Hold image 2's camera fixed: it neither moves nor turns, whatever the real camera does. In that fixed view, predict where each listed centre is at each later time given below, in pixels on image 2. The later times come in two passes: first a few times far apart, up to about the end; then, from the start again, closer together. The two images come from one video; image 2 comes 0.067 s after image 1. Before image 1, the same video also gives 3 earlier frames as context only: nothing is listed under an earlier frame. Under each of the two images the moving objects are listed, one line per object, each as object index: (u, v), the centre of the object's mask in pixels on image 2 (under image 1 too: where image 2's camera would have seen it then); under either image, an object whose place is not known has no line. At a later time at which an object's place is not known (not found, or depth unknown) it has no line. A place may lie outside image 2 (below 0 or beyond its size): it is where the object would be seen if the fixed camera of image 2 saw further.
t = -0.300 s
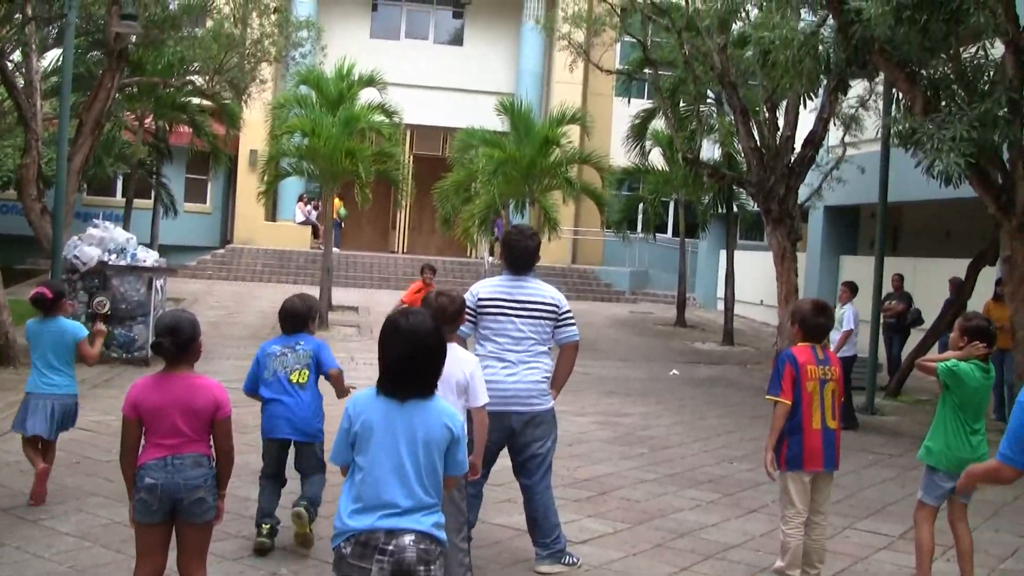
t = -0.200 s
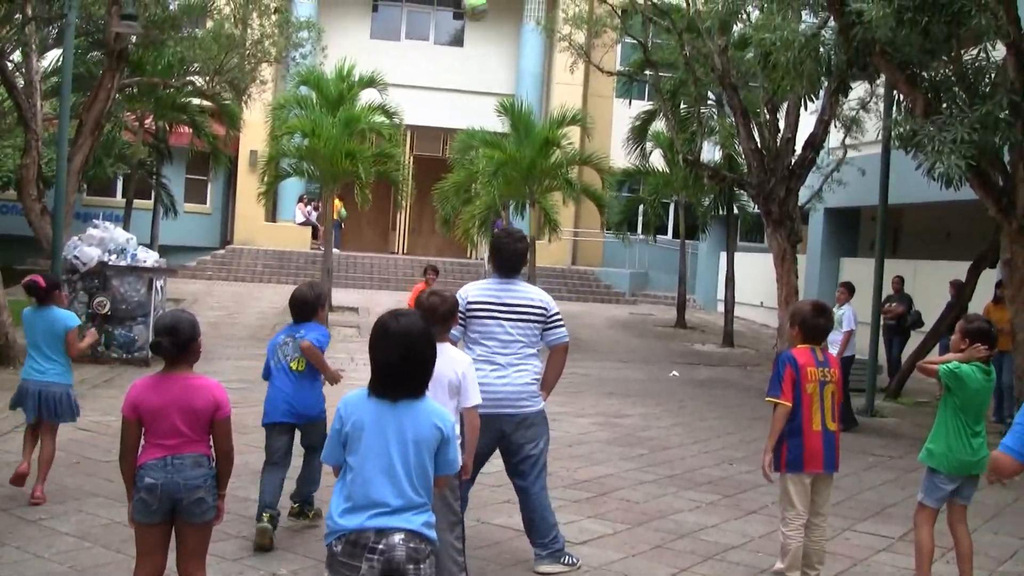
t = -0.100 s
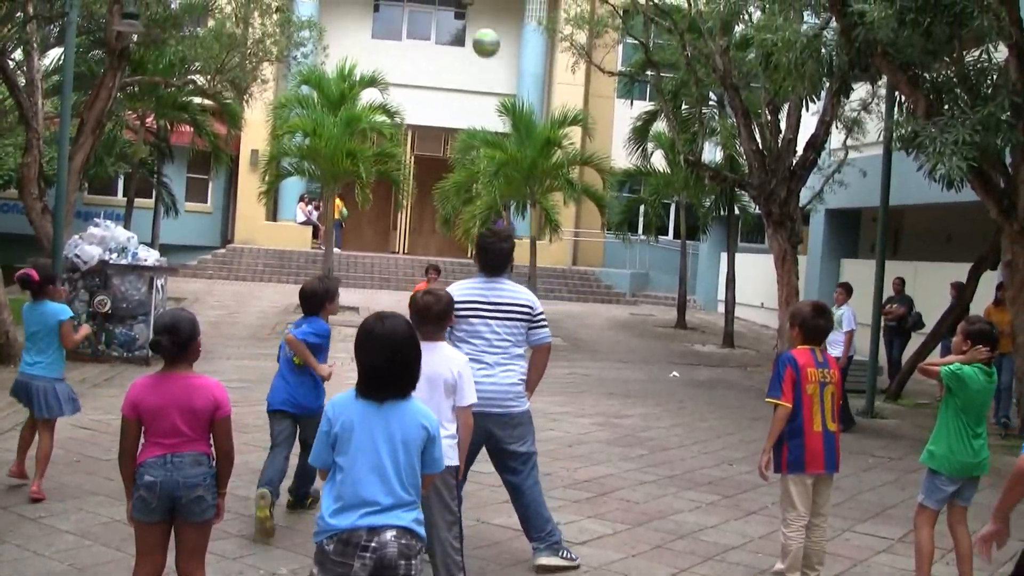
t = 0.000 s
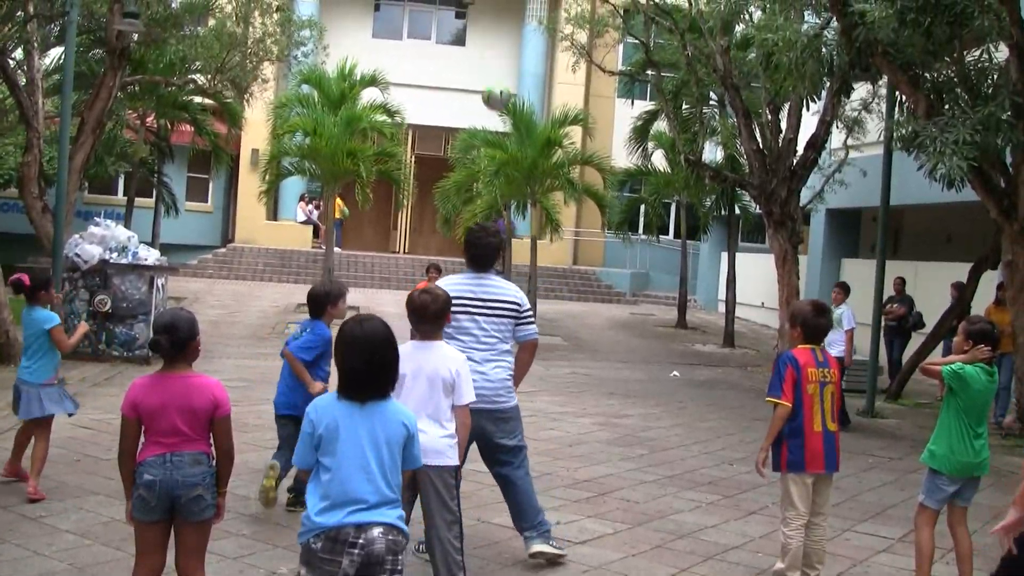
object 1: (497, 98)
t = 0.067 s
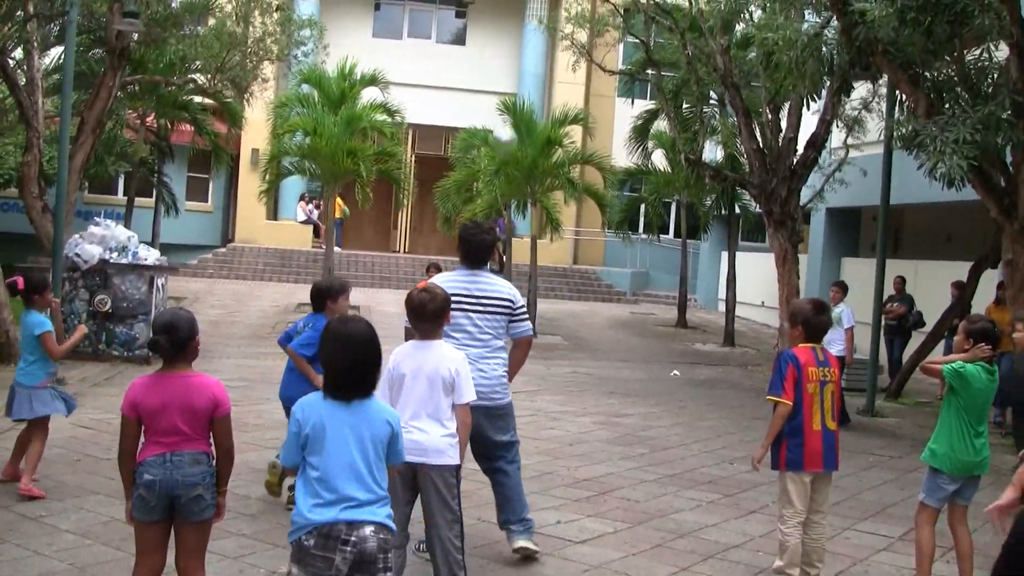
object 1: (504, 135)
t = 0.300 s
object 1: (526, 397)
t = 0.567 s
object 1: (554, 374)
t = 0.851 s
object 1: (576, 285)
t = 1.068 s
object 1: (587, 315)
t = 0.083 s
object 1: (505, 154)
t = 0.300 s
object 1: (526, 397)
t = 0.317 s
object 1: (528, 421)
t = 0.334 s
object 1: (528, 446)
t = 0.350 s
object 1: (530, 472)
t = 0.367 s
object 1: (533, 499)
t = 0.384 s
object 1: (534, 499)
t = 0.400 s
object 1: (536, 484)
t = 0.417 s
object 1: (538, 472)
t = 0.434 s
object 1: (540, 459)
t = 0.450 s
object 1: (542, 448)
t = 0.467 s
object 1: (543, 436)
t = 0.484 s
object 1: (545, 425)
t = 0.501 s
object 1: (547, 413)
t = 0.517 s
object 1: (549, 403)
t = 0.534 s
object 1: (551, 393)
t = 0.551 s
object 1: (553, 383)
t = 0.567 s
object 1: (554, 374)
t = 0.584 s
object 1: (556, 365)
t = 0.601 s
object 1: (557, 356)
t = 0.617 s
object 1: (559, 348)
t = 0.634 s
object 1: (560, 342)
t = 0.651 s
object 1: (561, 335)
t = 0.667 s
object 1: (563, 328)
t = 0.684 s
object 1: (564, 322)
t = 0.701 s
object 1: (566, 316)
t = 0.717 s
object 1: (567, 311)
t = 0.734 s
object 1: (568, 306)
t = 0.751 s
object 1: (569, 301)
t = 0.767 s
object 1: (570, 298)
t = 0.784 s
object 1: (571, 294)
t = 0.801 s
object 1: (573, 292)
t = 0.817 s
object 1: (574, 289)
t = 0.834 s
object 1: (575, 287)
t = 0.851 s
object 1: (576, 285)
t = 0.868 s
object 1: (578, 285)
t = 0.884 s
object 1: (579, 284)
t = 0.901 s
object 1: (580, 284)
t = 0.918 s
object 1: (580, 285)
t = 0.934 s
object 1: (582, 286)
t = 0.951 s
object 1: (582, 288)
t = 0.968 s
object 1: (583, 290)
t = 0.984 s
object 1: (584, 293)
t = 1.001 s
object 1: (585, 296)
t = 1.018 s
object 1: (586, 300)
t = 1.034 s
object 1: (586, 304)
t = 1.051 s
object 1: (587, 309)
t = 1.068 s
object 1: (587, 315)
